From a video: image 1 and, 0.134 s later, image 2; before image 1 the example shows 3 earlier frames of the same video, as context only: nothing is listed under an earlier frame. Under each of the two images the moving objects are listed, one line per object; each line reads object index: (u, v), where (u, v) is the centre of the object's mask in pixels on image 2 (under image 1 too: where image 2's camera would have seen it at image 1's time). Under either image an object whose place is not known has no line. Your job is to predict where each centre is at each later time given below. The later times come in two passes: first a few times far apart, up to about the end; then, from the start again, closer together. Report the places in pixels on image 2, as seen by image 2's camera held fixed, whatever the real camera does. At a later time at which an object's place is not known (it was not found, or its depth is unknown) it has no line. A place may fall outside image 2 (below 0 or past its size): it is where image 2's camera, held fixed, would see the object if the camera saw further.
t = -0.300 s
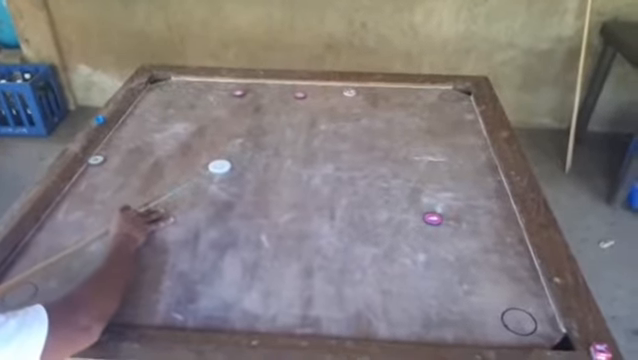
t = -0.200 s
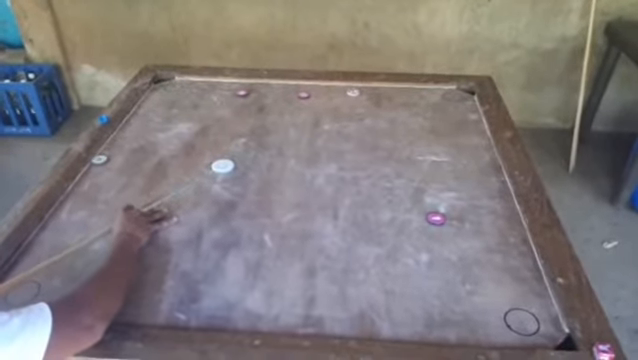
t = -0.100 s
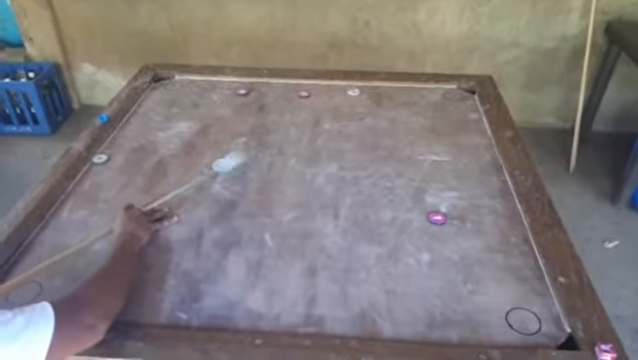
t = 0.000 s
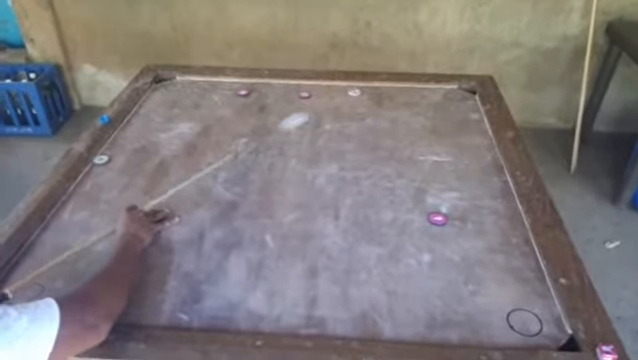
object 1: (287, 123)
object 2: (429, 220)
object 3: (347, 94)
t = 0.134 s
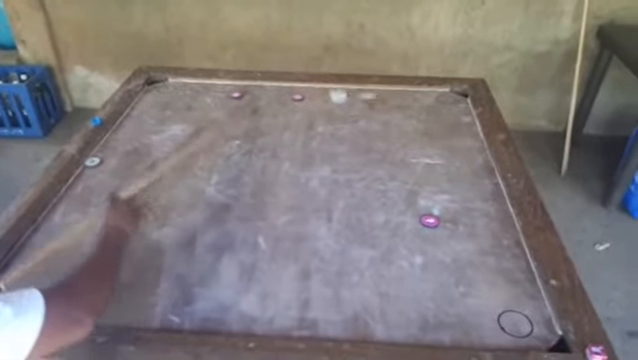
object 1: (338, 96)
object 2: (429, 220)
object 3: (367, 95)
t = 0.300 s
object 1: (356, 139)
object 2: (430, 220)
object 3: (448, 98)
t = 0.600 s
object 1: (402, 243)
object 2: (430, 220)
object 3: (422, 105)
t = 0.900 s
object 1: (447, 301)
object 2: (429, 220)
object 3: (396, 118)
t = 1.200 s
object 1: (447, 233)
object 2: (429, 220)
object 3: (386, 123)
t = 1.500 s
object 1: (462, 207)
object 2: (406, 197)
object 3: (386, 123)
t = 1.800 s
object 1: (473, 193)
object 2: (403, 193)
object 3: (386, 123)
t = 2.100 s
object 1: (481, 185)
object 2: (402, 193)
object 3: (386, 123)
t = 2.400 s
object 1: (482, 184)
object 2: (402, 193)
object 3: (386, 123)
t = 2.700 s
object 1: (482, 184)
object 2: (402, 192)
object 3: (386, 123)
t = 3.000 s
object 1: (482, 184)
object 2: (402, 192)
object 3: (386, 123)
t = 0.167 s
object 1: (341, 103)
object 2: (429, 220)
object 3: (384, 96)
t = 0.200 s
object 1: (344, 112)
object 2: (429, 220)
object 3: (400, 96)
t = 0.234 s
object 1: (348, 120)
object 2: (429, 220)
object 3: (414, 97)
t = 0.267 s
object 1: (352, 130)
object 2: (429, 220)
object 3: (433, 98)
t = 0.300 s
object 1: (356, 139)
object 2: (430, 220)
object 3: (448, 98)
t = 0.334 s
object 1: (360, 148)
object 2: (430, 220)
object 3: (459, 96)
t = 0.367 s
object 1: (363, 158)
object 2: (429, 220)
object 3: (452, 94)
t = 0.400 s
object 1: (368, 168)
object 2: (429, 220)
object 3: (446, 94)
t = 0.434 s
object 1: (373, 179)
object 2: (430, 220)
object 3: (442, 97)
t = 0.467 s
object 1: (378, 191)
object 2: (429, 220)
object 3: (437, 98)
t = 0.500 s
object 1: (383, 203)
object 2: (429, 220)
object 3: (433, 101)
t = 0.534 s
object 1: (390, 215)
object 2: (429, 220)
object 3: (429, 102)
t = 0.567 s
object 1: (396, 229)
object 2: (430, 220)
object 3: (425, 104)
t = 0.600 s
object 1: (402, 243)
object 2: (430, 220)
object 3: (422, 105)
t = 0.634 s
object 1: (410, 258)
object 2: (429, 220)
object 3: (418, 107)
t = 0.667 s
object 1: (417, 274)
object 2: (429, 220)
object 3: (415, 109)
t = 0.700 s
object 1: (425, 291)
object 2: (429, 220)
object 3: (412, 110)
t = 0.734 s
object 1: (434, 310)
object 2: (430, 220)
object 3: (409, 112)
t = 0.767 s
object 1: (443, 329)
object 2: (429, 220)
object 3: (407, 113)
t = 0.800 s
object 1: (447, 333)
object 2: (429, 220)
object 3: (403, 115)
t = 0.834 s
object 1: (448, 323)
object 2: (429, 220)
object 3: (400, 117)
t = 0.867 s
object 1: (447, 311)
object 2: (429, 220)
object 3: (398, 117)
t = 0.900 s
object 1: (447, 301)
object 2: (429, 220)
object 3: (396, 118)
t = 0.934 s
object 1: (447, 292)
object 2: (430, 220)
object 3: (395, 119)
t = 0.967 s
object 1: (446, 282)
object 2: (429, 220)
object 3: (393, 120)
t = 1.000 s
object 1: (446, 274)
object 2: (429, 221)
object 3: (391, 121)
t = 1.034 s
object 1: (446, 266)
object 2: (430, 220)
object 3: (389, 122)
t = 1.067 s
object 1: (446, 259)
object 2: (429, 220)
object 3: (388, 122)
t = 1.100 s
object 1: (447, 251)
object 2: (429, 220)
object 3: (387, 123)
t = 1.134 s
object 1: (446, 245)
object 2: (430, 220)
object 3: (387, 123)
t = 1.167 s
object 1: (446, 238)
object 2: (429, 220)
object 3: (387, 123)
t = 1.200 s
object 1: (447, 233)
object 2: (429, 220)
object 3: (386, 123)
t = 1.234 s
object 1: (449, 229)
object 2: (427, 217)
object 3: (386, 123)
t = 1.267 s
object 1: (451, 225)
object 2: (425, 215)
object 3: (386, 123)
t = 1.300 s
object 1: (453, 223)
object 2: (417, 210)
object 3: (386, 123)
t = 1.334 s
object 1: (454, 219)
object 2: (414, 207)
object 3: (386, 123)
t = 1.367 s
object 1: (456, 216)
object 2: (413, 205)
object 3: (386, 123)
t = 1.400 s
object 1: (458, 214)
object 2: (409, 202)
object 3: (386, 123)
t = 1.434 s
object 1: (459, 212)
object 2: (408, 200)
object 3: (386, 123)
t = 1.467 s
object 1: (461, 209)
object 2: (406, 199)
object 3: (386, 123)
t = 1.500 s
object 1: (462, 207)
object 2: (406, 197)
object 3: (386, 123)
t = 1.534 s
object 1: (464, 205)
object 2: (405, 196)
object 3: (386, 123)
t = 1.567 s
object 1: (465, 204)
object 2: (404, 196)
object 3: (386, 123)
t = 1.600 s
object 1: (466, 202)
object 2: (403, 194)
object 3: (386, 123)
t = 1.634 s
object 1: (468, 200)
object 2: (403, 193)
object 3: (386, 123)
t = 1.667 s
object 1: (469, 199)
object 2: (403, 193)
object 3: (386, 123)
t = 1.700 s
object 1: (470, 197)
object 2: (403, 193)
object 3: (386, 124)
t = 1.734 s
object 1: (471, 196)
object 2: (402, 193)
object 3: (386, 123)
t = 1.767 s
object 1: (472, 195)
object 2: (403, 193)
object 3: (386, 123)
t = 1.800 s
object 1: (473, 193)
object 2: (403, 193)
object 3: (386, 123)
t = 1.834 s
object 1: (475, 192)
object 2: (402, 192)
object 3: (386, 123)
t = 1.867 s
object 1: (475, 191)
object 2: (402, 193)
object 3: (386, 124)
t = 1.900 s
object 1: (476, 190)
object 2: (402, 193)
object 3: (386, 123)
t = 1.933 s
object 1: (477, 189)
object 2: (402, 193)
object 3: (386, 123)
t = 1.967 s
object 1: (478, 188)
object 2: (402, 193)
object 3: (386, 123)
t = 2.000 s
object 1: (479, 187)
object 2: (402, 193)
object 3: (386, 123)
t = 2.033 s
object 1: (480, 187)
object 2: (402, 193)
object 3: (386, 123)
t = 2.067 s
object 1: (481, 186)
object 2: (402, 192)
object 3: (386, 123)
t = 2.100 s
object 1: (481, 185)
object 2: (402, 193)
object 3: (386, 123)
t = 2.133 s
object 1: (482, 185)
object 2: (402, 193)
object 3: (386, 123)
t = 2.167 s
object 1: (482, 184)
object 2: (402, 193)
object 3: (386, 123)
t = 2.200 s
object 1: (482, 184)
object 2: (402, 193)
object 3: (386, 123)
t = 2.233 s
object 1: (482, 184)
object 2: (402, 193)
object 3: (386, 123)
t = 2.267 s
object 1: (482, 184)
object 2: (402, 193)
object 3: (386, 123)
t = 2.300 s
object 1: (482, 184)
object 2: (402, 192)
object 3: (386, 123)
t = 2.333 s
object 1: (482, 184)
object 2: (402, 192)
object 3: (386, 123)
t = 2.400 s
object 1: (482, 184)
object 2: (402, 193)
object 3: (386, 123)
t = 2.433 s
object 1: (482, 184)
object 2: (402, 192)
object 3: (386, 123)
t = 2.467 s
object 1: (482, 184)
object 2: (402, 192)
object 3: (386, 123)
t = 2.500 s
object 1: (482, 184)
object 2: (402, 192)
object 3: (386, 123)
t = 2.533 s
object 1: (482, 184)
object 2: (402, 192)
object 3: (386, 123)
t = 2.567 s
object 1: (482, 184)
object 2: (402, 192)
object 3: (386, 123)
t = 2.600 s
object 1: (482, 184)
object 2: (402, 192)
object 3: (386, 123)
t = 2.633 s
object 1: (482, 184)
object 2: (402, 192)
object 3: (386, 123)
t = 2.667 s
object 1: (482, 184)
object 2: (402, 192)
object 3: (386, 123)
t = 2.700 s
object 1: (482, 184)
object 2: (402, 192)
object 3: (386, 123)
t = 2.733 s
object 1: (482, 184)
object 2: (402, 192)
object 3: (386, 123)
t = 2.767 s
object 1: (482, 184)
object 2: (402, 192)
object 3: (386, 123)
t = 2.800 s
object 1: (482, 184)
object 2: (402, 192)
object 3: (386, 124)
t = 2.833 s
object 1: (482, 184)
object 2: (403, 193)
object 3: (386, 123)
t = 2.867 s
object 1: (482, 184)
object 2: (403, 193)
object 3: (386, 123)
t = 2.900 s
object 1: (482, 184)
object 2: (402, 192)
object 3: (386, 123)
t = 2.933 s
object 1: (482, 184)
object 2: (403, 192)
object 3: (386, 123)
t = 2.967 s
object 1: (482, 184)
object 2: (403, 192)
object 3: (386, 123)
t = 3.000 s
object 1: (482, 184)
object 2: (402, 192)
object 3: (386, 123)
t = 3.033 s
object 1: (482, 184)
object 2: (402, 192)
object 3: (386, 123)
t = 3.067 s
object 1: (482, 184)
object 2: (402, 192)
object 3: (386, 123)
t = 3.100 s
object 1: (482, 184)
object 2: (402, 192)
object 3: (386, 123)
